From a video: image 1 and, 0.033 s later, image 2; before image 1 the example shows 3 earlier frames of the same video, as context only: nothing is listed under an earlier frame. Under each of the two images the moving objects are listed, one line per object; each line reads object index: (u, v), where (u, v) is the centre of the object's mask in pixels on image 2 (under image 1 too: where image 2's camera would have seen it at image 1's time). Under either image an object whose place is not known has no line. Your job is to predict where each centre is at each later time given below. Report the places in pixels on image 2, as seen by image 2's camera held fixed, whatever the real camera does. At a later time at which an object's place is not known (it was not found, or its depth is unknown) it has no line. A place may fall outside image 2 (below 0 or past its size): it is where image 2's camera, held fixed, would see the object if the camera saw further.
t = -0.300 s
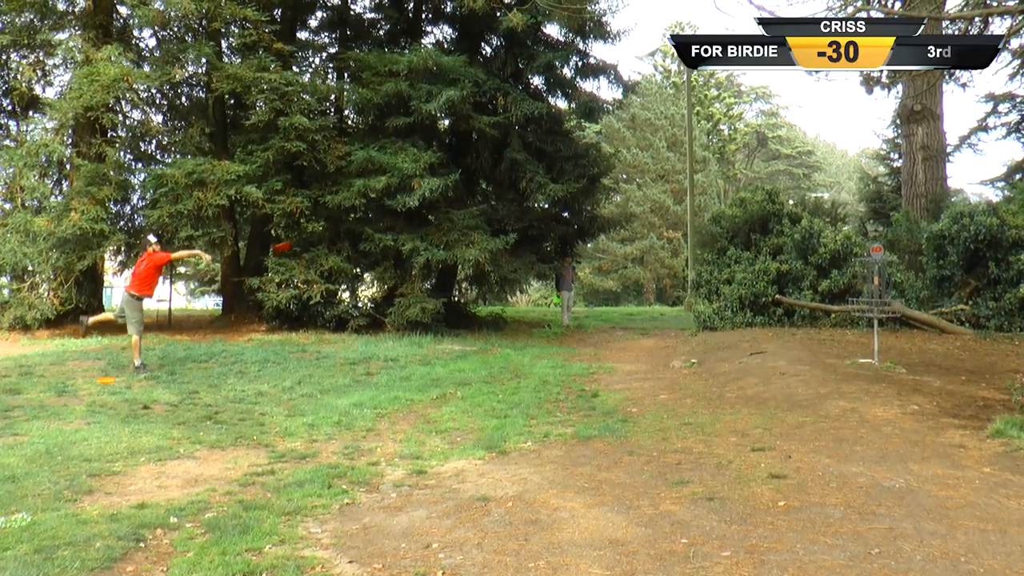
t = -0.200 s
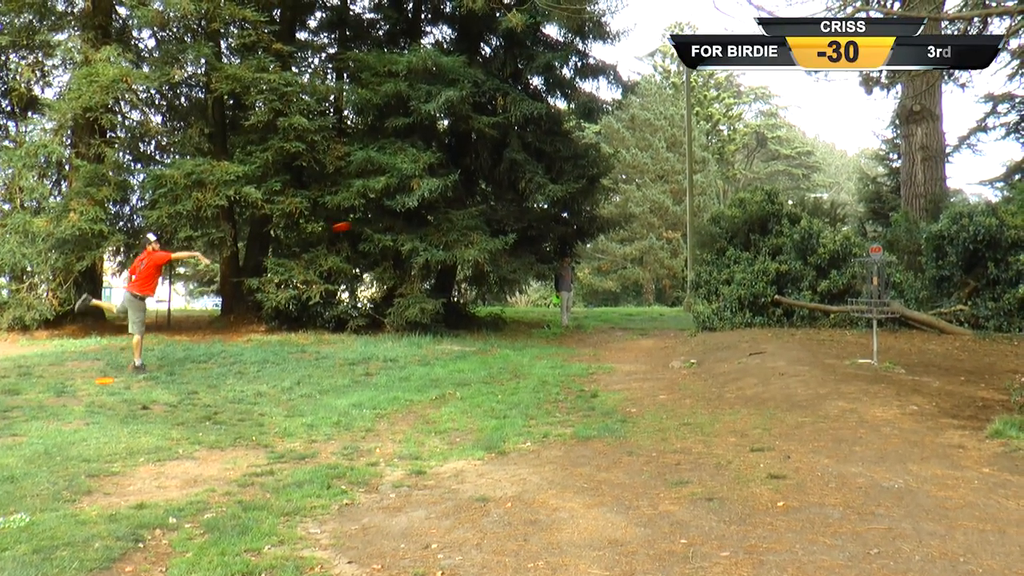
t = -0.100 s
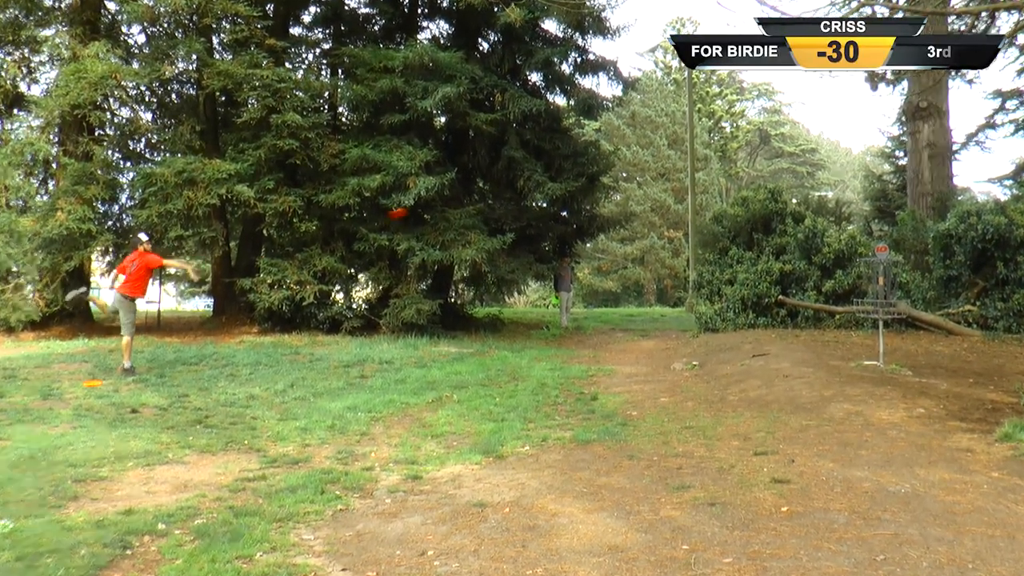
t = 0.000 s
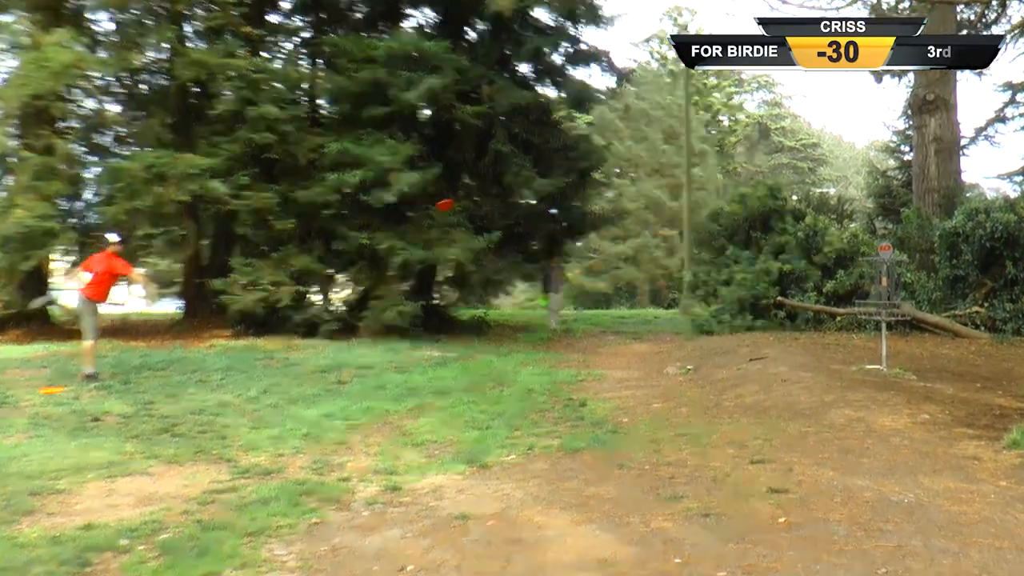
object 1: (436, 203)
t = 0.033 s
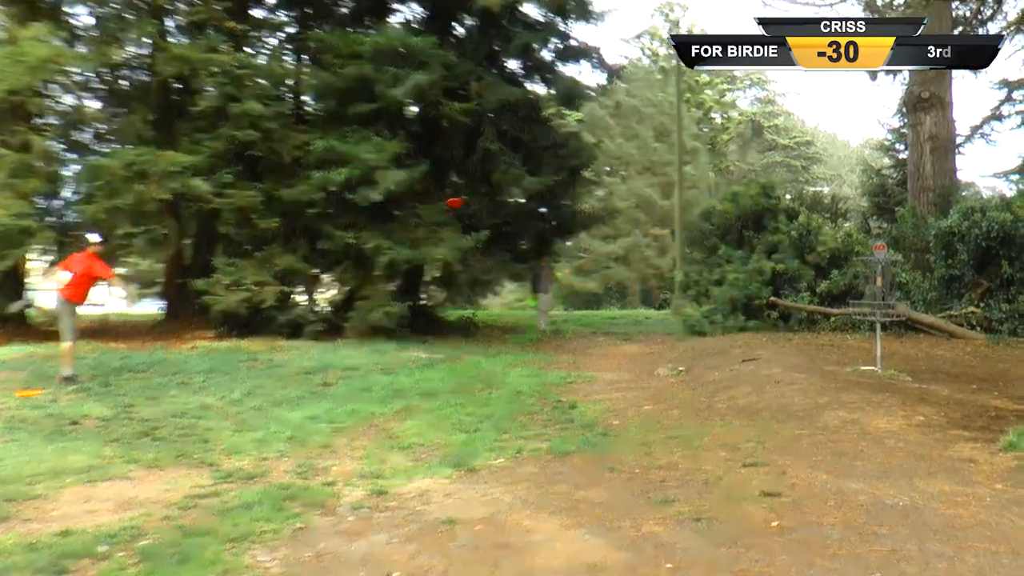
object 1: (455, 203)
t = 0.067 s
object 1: (474, 202)
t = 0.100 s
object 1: (492, 204)
